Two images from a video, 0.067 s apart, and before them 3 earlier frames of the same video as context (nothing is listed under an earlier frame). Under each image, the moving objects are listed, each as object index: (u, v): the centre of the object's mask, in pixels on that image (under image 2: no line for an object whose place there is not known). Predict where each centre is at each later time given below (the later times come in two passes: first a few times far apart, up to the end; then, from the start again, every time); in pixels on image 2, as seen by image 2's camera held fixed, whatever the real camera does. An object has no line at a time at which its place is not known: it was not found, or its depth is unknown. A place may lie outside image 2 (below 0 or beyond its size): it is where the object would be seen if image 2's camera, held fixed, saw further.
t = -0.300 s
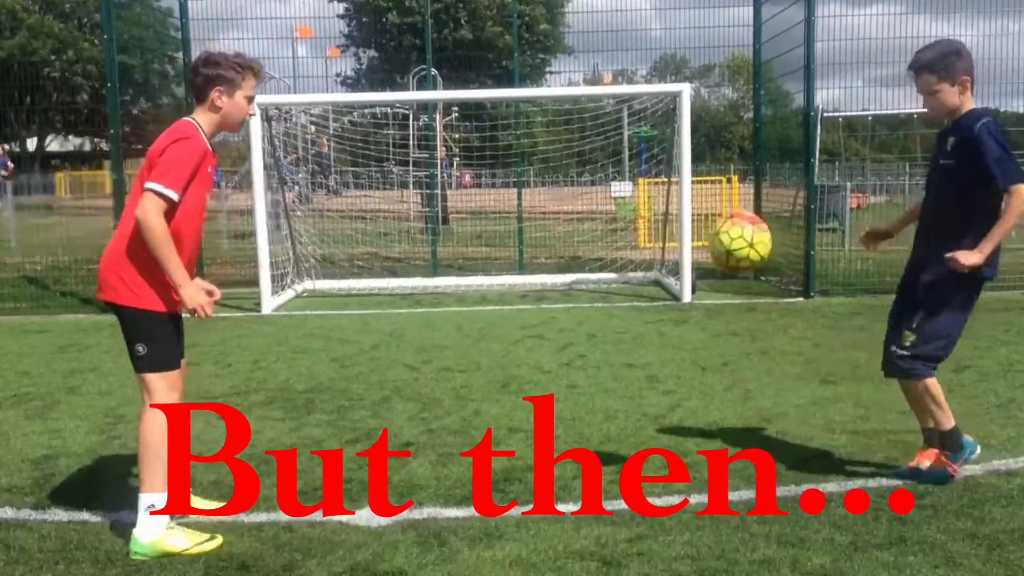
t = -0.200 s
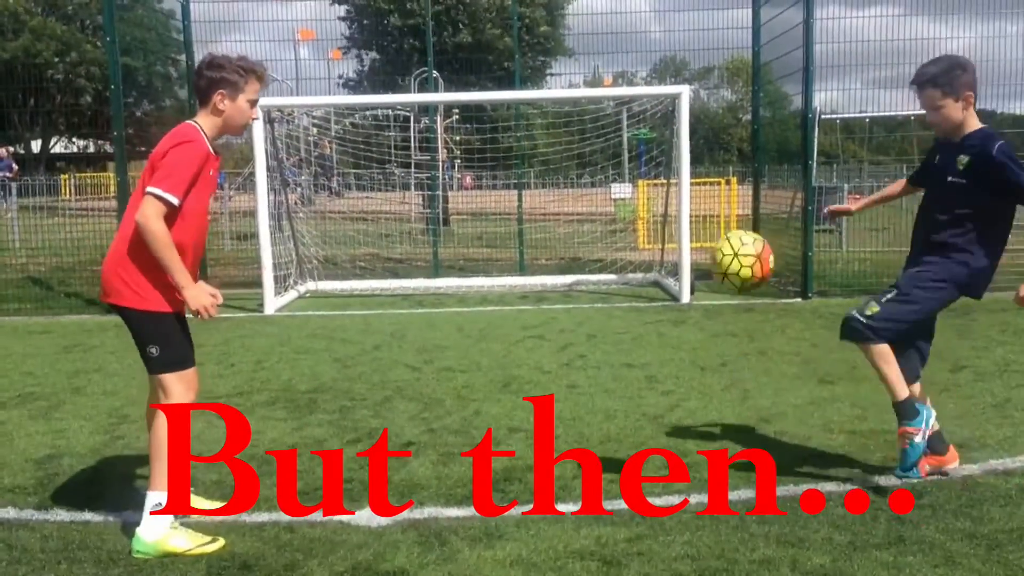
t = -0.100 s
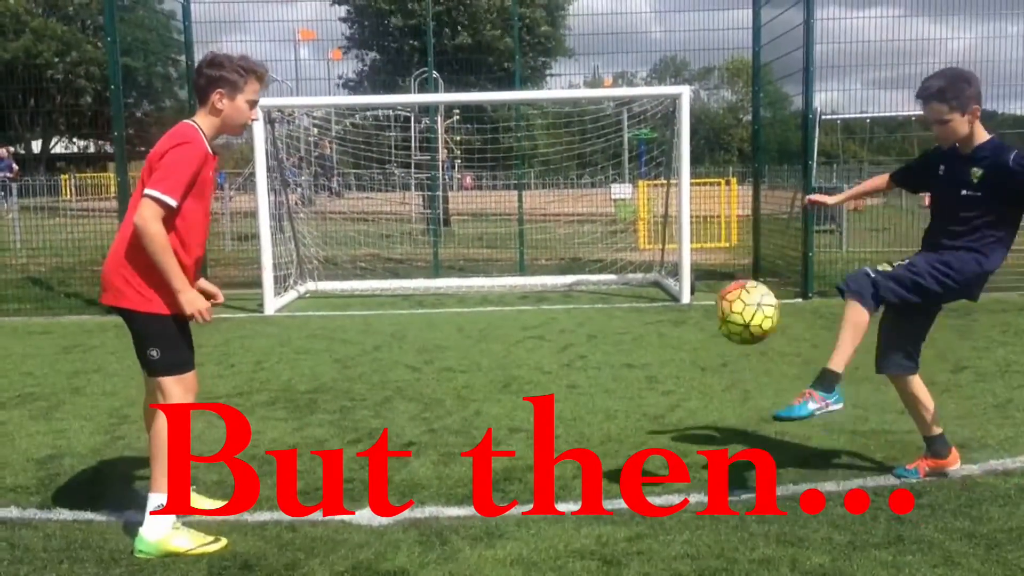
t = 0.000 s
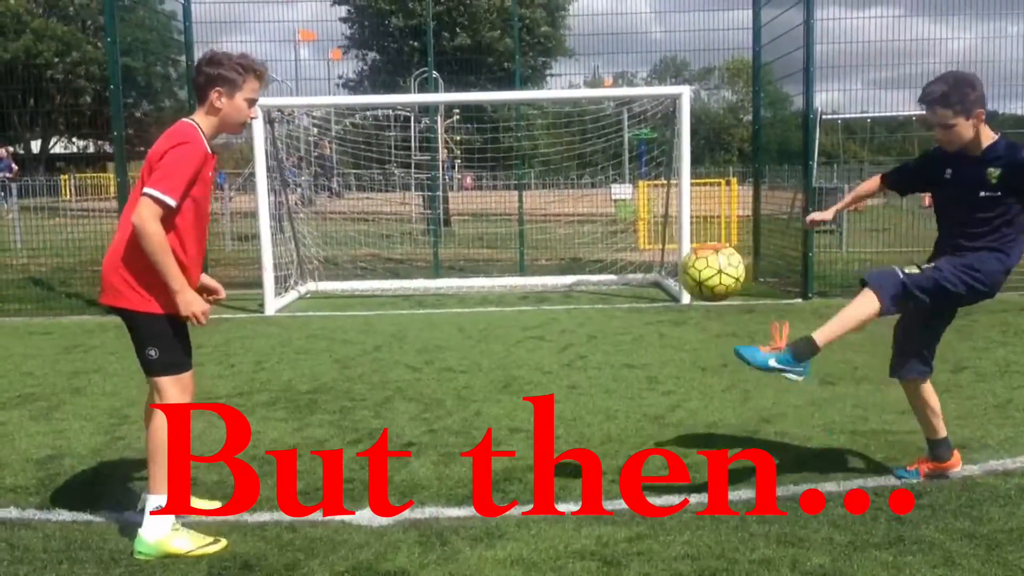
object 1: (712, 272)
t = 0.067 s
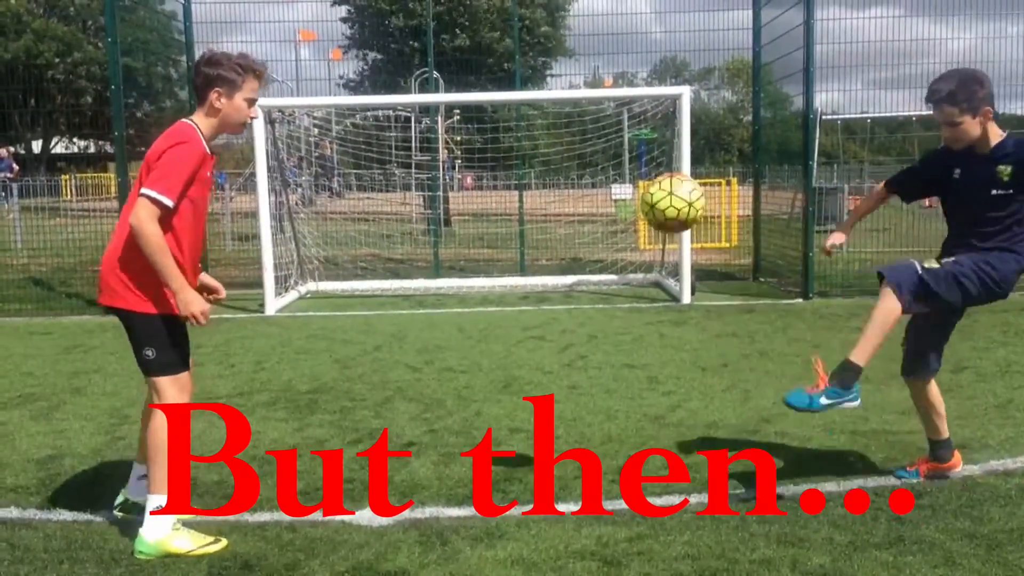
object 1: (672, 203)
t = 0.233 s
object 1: (575, 84)
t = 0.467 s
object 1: (448, 51)
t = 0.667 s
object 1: (353, 145)
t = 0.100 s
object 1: (653, 173)
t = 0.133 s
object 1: (635, 146)
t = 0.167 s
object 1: (615, 122)
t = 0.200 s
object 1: (595, 100)
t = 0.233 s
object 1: (575, 84)
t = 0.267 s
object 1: (557, 70)
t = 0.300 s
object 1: (536, 59)
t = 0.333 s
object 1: (519, 52)
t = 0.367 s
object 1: (501, 47)
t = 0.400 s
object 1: (483, 46)
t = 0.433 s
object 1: (465, 47)
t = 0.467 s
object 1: (448, 51)
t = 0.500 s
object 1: (431, 59)
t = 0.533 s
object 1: (415, 71)
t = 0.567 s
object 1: (398, 85)
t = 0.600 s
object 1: (382, 102)
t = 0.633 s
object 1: (368, 123)
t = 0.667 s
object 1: (353, 145)
